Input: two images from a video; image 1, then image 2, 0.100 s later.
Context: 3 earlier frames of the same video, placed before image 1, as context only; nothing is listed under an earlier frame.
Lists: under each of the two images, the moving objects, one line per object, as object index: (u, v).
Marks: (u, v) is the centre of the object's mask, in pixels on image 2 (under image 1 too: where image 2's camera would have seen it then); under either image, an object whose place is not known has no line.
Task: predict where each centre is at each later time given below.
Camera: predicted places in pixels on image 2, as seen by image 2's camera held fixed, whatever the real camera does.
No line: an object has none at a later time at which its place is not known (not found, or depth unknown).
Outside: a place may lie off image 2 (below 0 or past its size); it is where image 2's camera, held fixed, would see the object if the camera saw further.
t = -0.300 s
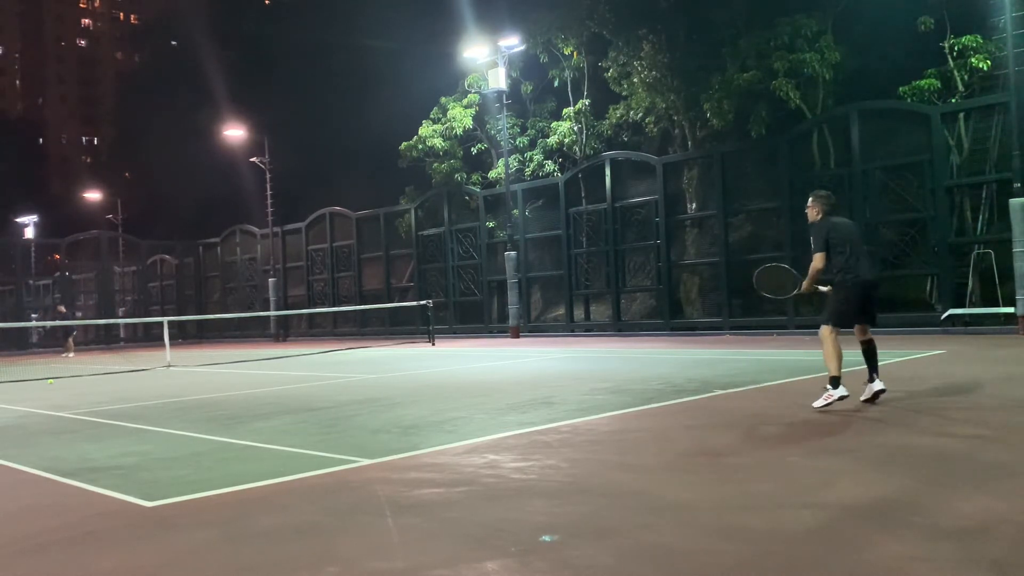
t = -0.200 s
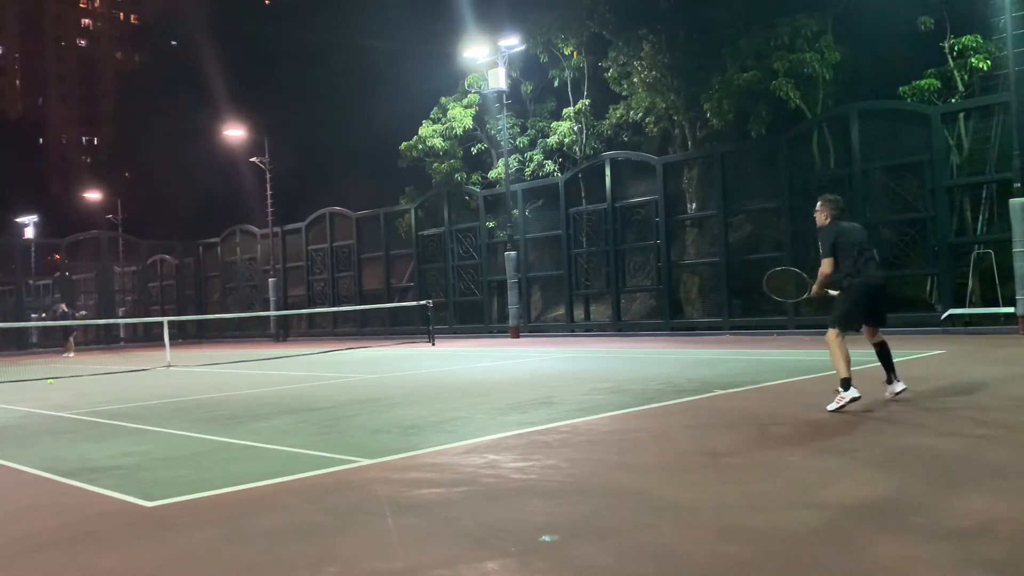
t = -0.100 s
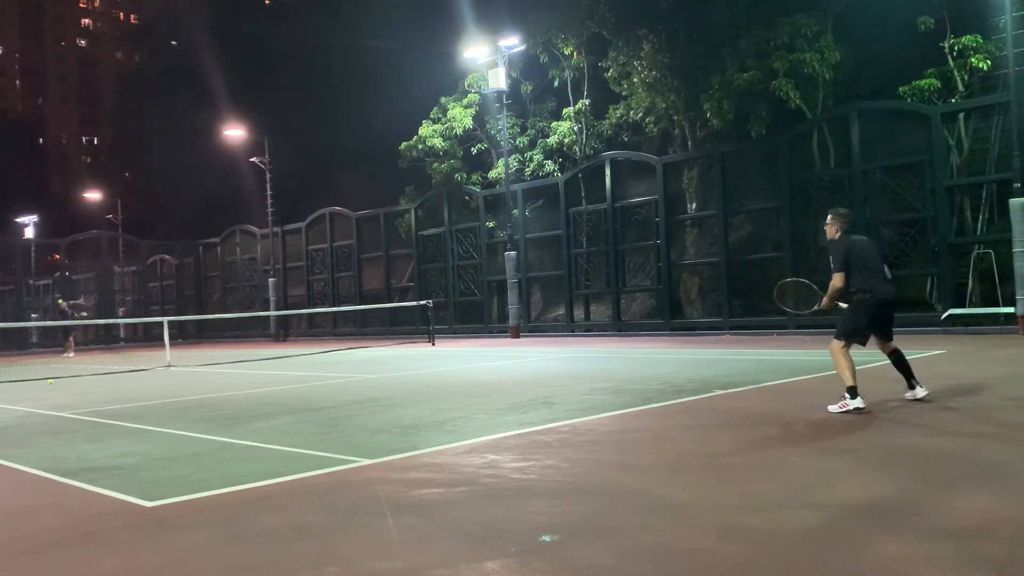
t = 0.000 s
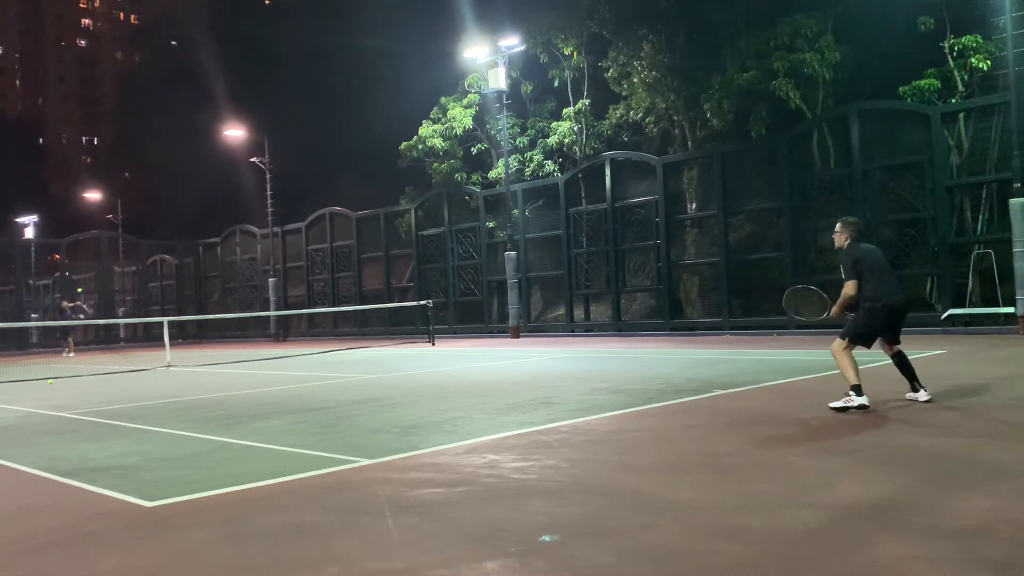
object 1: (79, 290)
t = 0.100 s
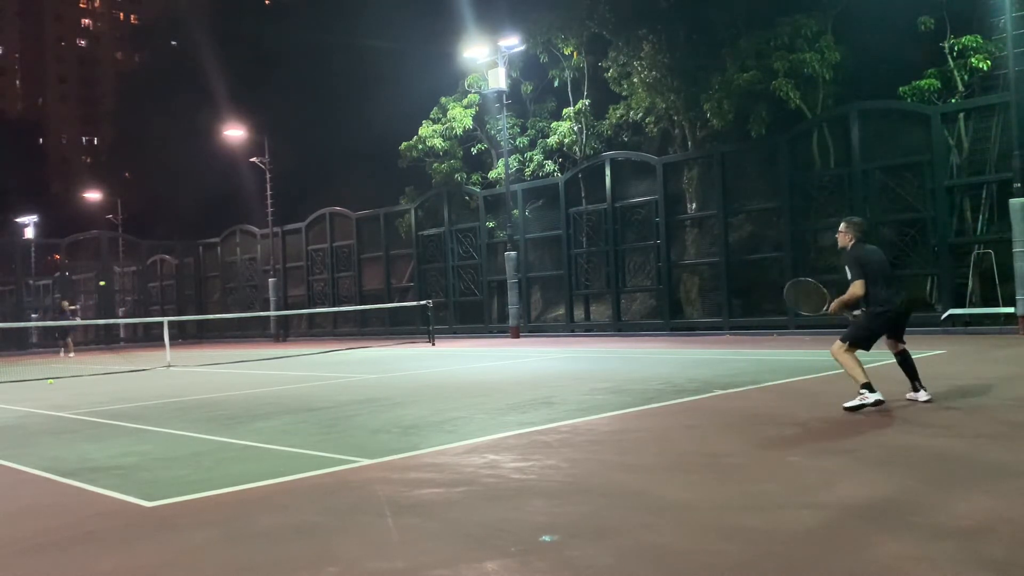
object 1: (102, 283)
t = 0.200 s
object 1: (128, 281)
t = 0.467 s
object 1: (228, 313)
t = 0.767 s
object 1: (407, 361)
